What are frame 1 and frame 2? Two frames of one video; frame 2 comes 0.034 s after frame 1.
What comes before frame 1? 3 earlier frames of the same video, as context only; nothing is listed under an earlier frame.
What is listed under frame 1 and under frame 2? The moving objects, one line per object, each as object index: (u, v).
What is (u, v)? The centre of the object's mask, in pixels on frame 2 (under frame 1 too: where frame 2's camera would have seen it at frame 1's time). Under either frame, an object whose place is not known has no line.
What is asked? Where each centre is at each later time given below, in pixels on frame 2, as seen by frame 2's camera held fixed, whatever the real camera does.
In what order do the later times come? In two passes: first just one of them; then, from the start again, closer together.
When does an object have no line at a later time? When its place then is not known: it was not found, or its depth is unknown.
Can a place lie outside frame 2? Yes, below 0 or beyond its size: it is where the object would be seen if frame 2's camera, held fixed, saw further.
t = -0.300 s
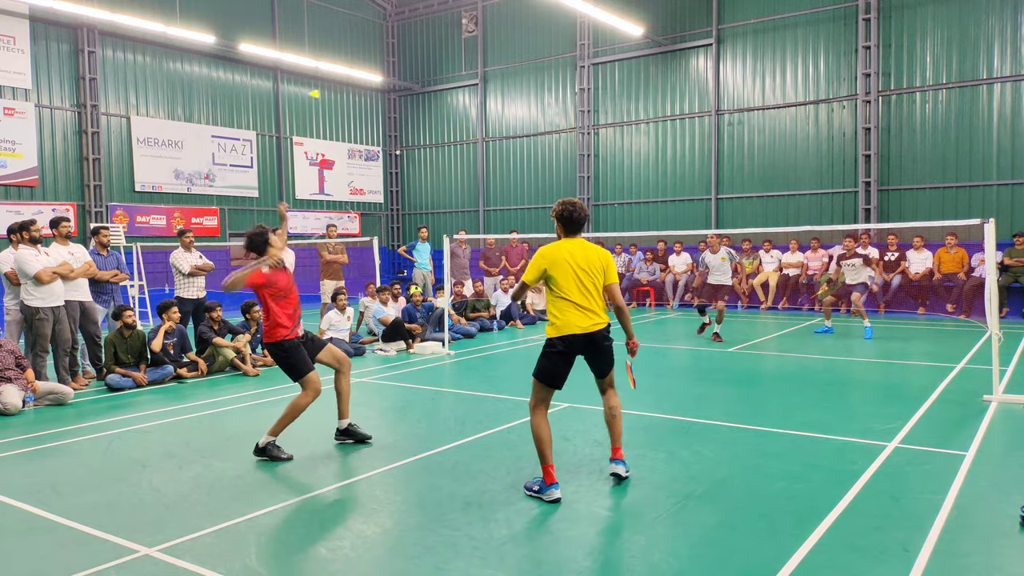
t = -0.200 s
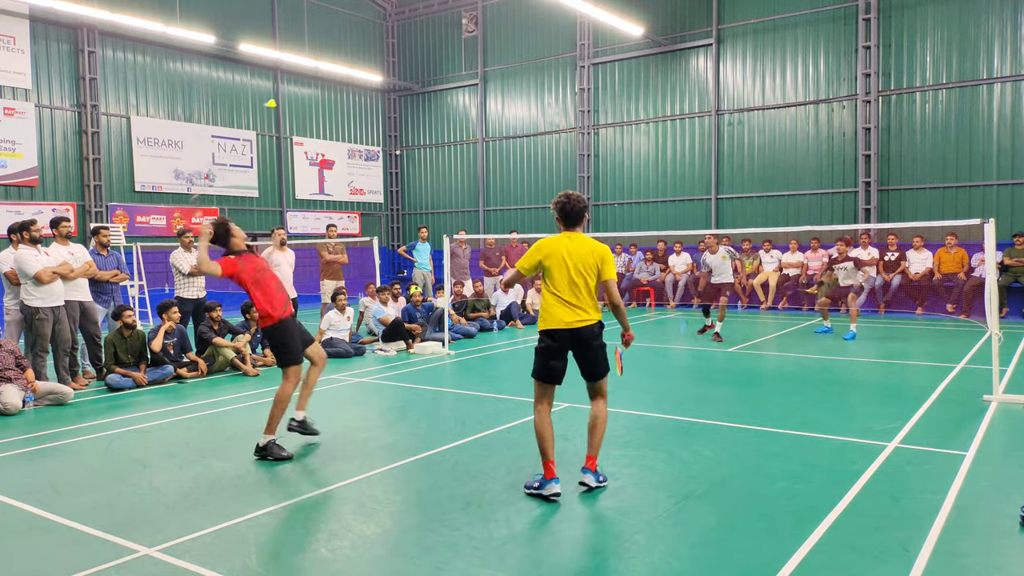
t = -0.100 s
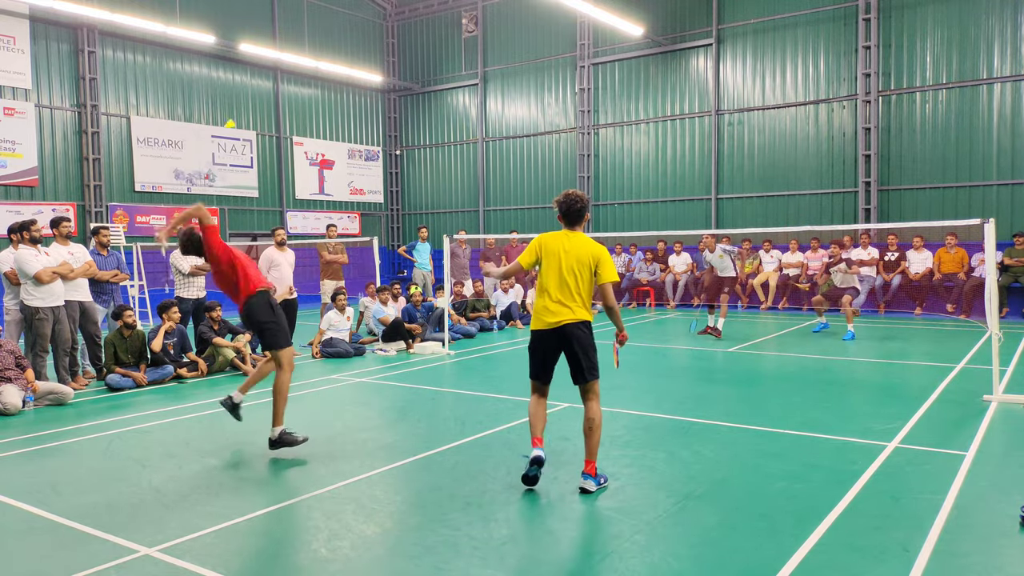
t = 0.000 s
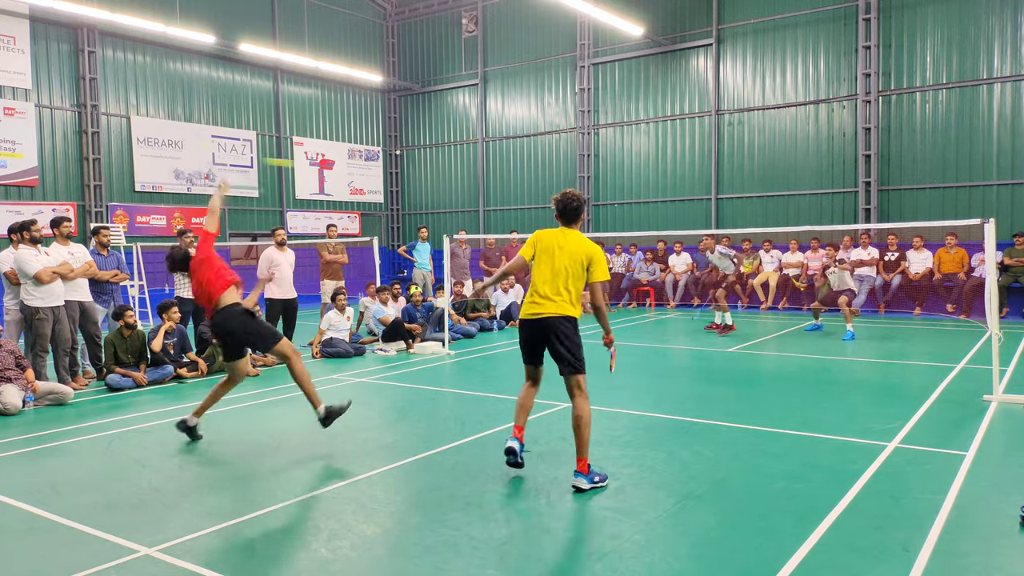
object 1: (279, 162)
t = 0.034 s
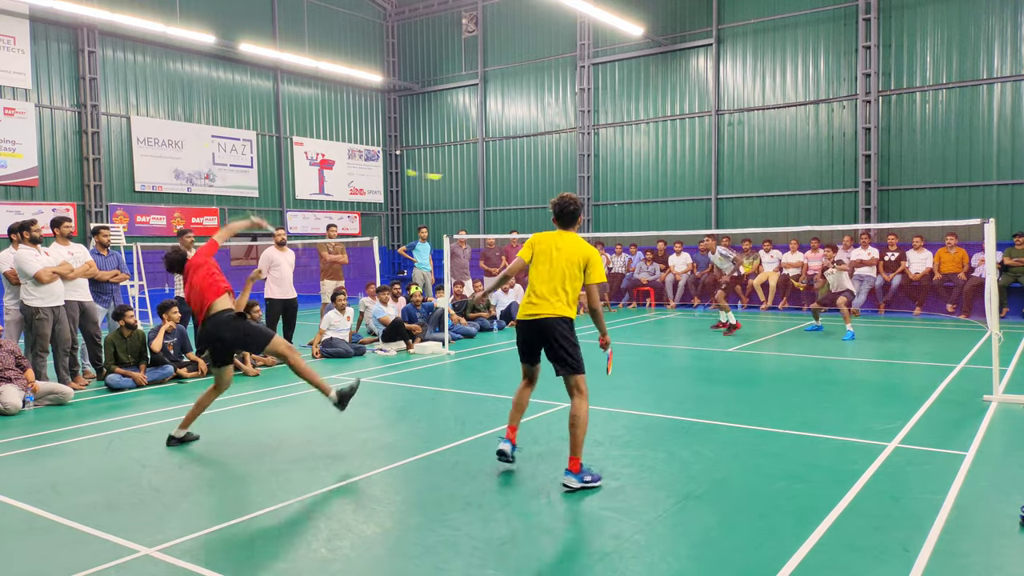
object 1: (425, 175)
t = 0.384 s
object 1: (741, 224)
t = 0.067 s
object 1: (505, 181)
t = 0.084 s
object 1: (535, 184)
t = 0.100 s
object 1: (559, 187)
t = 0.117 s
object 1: (582, 189)
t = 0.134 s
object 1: (600, 192)
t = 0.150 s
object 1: (616, 194)
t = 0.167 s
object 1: (631, 196)
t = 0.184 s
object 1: (645, 198)
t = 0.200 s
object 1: (656, 200)
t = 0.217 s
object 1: (667, 202)
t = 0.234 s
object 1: (678, 204)
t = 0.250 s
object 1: (686, 206)
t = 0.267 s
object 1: (694, 208)
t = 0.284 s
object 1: (703, 211)
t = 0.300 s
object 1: (710, 213)
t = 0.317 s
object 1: (717, 215)
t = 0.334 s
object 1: (724, 218)
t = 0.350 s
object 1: (730, 220)
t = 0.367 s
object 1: (735, 222)
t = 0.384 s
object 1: (741, 224)
